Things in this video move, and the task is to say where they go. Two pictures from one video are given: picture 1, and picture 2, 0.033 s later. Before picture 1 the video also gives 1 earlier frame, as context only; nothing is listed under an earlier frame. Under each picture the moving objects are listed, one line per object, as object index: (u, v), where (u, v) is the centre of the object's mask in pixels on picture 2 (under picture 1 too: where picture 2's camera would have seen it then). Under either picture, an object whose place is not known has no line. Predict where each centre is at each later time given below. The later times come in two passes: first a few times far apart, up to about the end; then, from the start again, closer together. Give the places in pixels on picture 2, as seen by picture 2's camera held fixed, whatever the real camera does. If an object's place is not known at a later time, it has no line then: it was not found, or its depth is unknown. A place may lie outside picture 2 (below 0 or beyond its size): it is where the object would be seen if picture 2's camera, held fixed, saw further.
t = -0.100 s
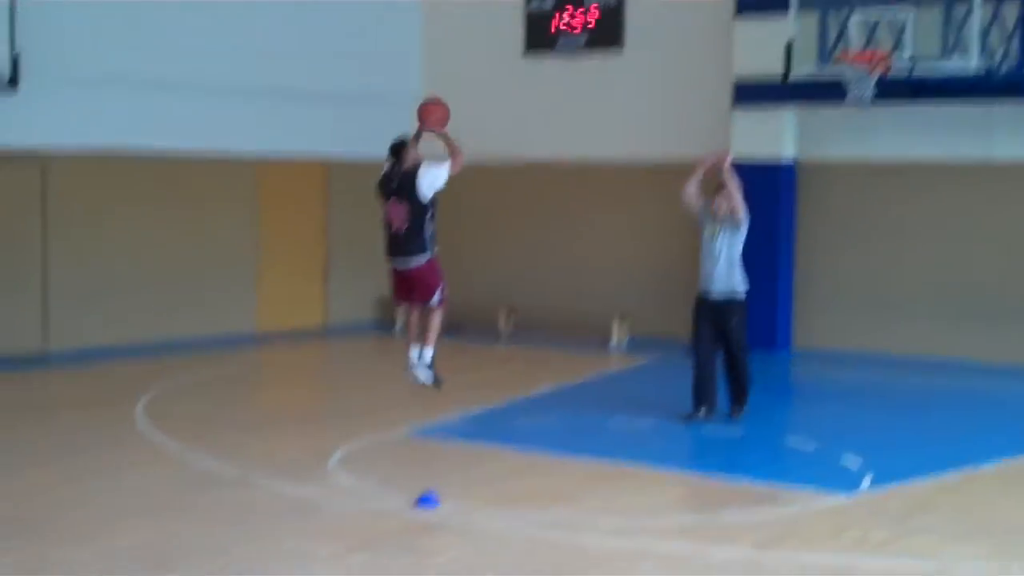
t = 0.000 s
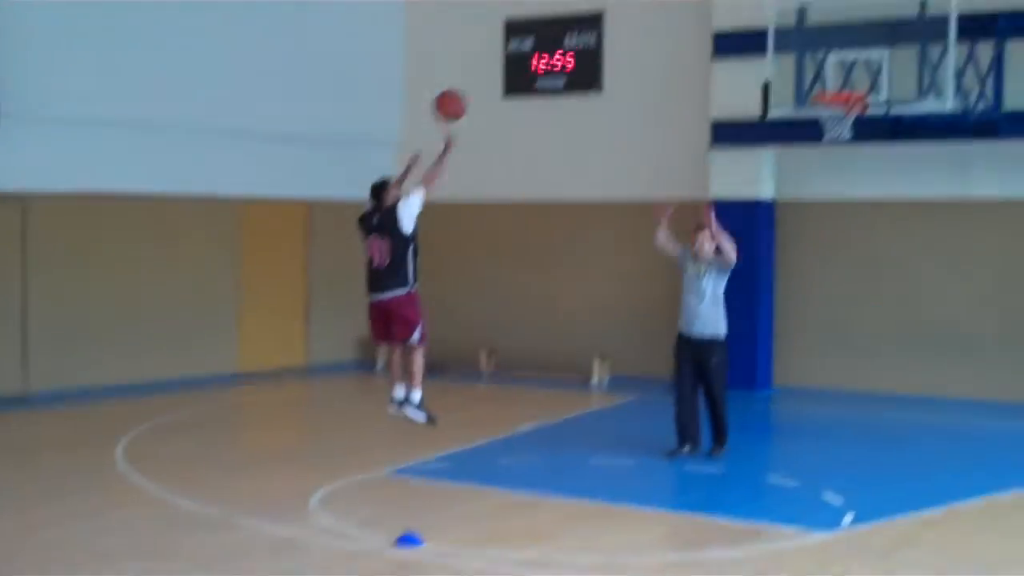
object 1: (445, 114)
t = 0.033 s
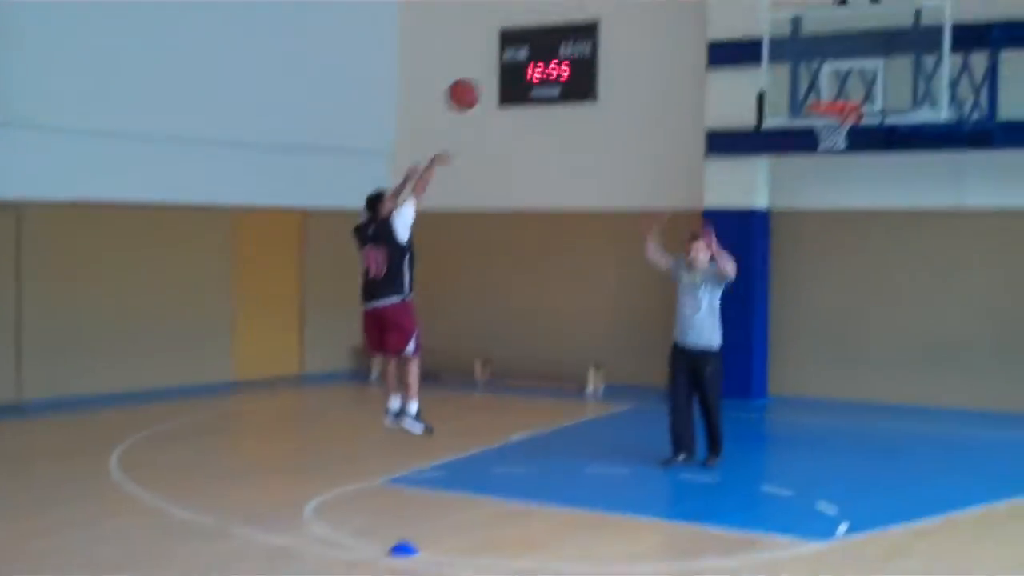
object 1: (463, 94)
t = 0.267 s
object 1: (580, 1)
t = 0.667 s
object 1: (754, 4)
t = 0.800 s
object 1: (807, 46)
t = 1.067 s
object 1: (888, 71)
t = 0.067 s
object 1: (480, 76)
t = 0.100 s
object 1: (497, 60)
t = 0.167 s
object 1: (531, 33)
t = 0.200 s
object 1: (548, 20)
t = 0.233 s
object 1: (564, 10)
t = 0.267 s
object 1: (580, 1)
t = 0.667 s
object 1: (754, 4)
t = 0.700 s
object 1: (767, 12)
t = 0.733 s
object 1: (780, 22)
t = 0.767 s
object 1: (794, 33)
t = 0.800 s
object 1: (807, 46)
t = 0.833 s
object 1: (817, 56)
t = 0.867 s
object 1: (830, 72)
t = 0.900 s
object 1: (842, 88)
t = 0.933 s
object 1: (851, 90)
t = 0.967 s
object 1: (860, 83)
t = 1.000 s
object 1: (869, 78)
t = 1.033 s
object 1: (880, 74)
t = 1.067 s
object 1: (888, 71)
